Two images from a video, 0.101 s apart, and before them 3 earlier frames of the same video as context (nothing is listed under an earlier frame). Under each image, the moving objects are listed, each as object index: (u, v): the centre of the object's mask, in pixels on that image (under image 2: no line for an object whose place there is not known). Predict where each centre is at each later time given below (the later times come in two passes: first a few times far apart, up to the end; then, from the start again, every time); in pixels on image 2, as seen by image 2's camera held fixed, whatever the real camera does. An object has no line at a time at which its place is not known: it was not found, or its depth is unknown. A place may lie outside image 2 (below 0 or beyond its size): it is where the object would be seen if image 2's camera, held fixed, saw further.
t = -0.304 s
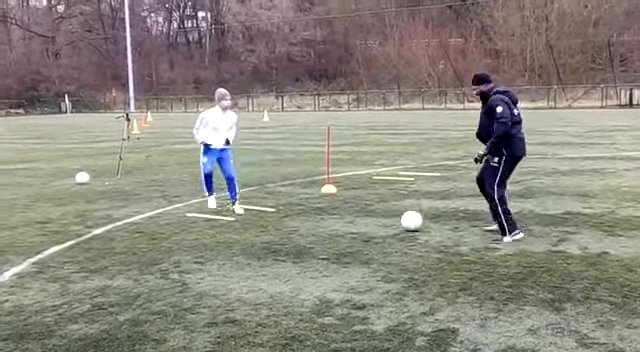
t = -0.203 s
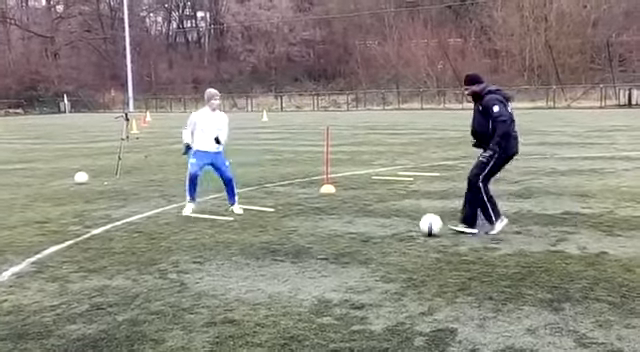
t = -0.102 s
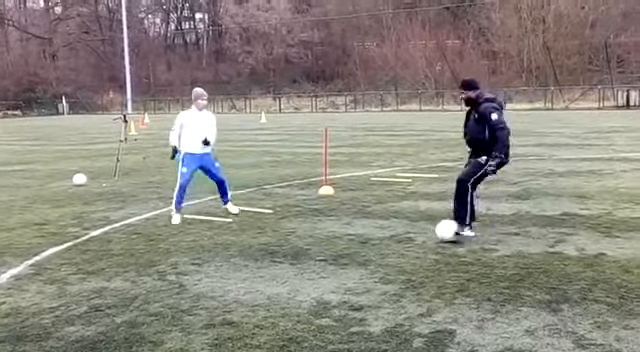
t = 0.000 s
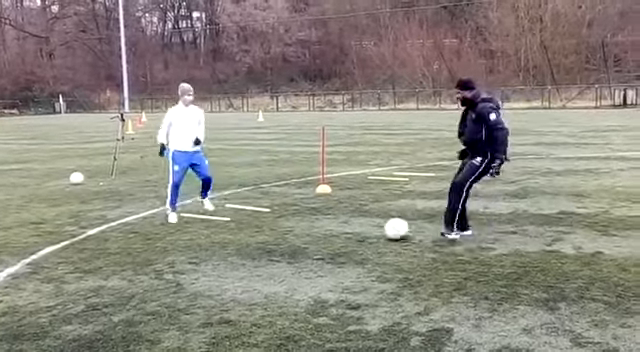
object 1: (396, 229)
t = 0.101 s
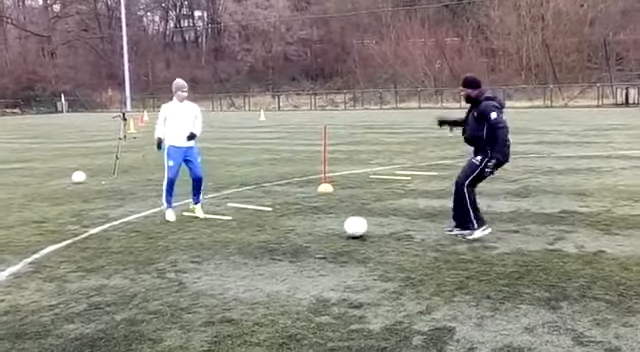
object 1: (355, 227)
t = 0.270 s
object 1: (297, 227)
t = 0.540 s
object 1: (227, 226)
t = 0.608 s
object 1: (211, 226)
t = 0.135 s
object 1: (341, 227)
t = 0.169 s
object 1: (330, 226)
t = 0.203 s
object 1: (318, 227)
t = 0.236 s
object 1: (307, 227)
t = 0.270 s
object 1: (297, 227)
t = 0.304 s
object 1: (286, 227)
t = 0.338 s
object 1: (278, 227)
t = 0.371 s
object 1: (269, 226)
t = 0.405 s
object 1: (260, 226)
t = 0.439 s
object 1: (251, 226)
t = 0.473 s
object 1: (243, 227)
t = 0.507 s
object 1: (235, 226)
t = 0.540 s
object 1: (227, 226)
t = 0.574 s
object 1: (219, 227)
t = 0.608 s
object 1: (211, 226)
